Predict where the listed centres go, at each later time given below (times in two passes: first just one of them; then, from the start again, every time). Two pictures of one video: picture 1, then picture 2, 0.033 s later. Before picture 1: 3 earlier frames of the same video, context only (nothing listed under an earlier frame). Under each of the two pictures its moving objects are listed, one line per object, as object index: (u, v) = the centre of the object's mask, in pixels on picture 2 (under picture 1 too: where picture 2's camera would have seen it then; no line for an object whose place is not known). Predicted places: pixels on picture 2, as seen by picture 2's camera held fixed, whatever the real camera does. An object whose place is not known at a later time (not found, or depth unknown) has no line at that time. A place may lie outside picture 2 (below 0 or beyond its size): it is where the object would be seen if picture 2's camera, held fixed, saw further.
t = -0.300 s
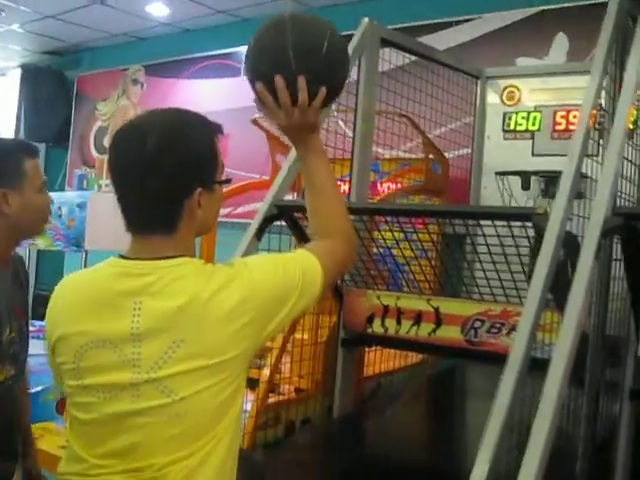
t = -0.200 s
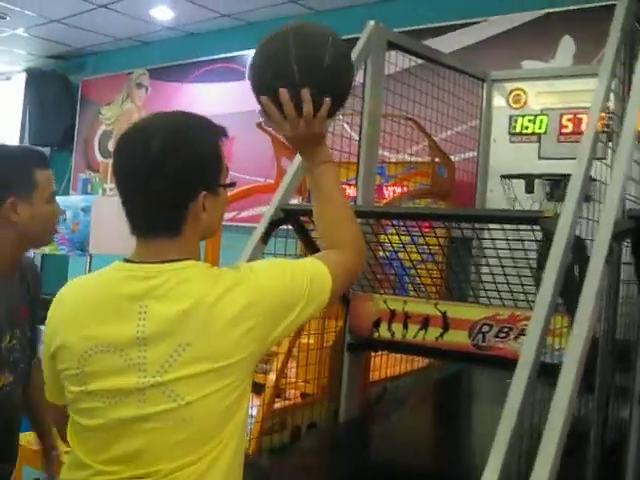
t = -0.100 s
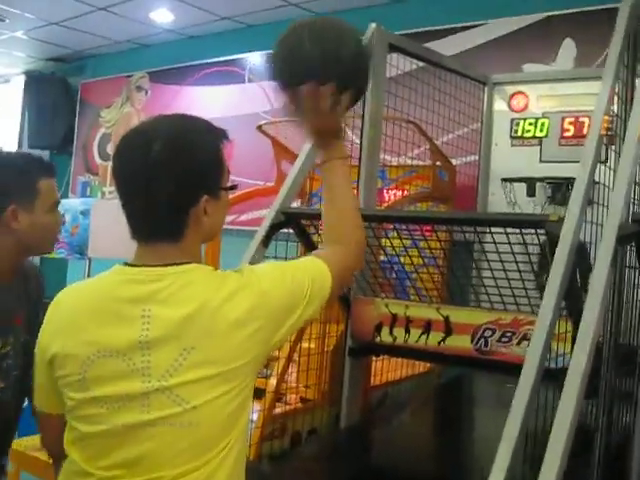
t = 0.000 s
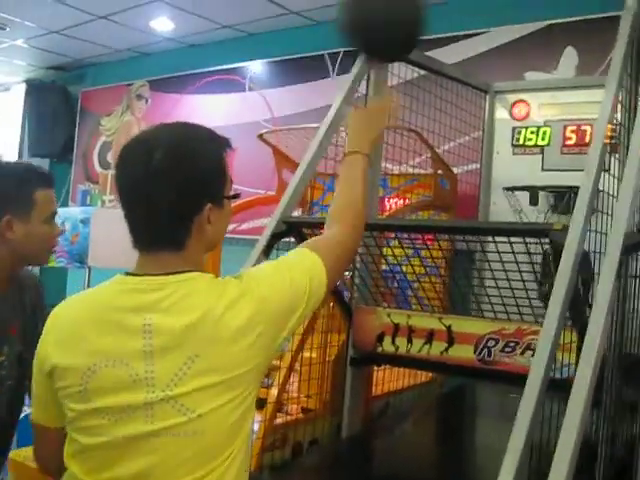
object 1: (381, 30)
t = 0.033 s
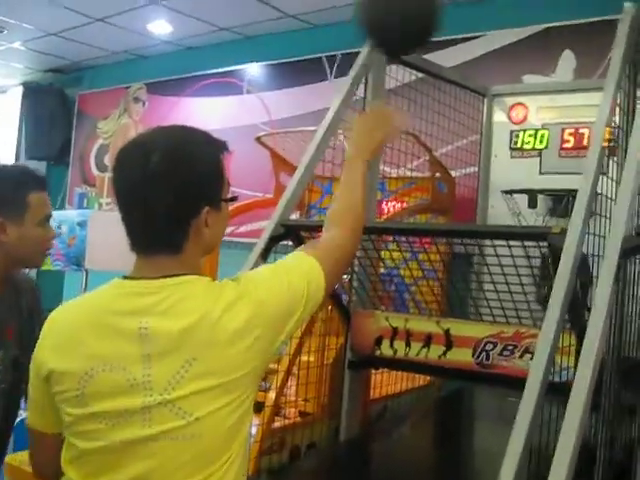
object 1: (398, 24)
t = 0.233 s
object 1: (476, 39)
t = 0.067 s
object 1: (414, 19)
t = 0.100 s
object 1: (429, 16)
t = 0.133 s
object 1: (443, 15)
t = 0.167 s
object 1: (455, 19)
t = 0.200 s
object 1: (466, 25)
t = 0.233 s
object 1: (476, 39)
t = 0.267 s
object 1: (485, 54)
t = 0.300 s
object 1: (492, 70)
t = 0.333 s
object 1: (500, 88)
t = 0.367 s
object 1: (506, 108)
